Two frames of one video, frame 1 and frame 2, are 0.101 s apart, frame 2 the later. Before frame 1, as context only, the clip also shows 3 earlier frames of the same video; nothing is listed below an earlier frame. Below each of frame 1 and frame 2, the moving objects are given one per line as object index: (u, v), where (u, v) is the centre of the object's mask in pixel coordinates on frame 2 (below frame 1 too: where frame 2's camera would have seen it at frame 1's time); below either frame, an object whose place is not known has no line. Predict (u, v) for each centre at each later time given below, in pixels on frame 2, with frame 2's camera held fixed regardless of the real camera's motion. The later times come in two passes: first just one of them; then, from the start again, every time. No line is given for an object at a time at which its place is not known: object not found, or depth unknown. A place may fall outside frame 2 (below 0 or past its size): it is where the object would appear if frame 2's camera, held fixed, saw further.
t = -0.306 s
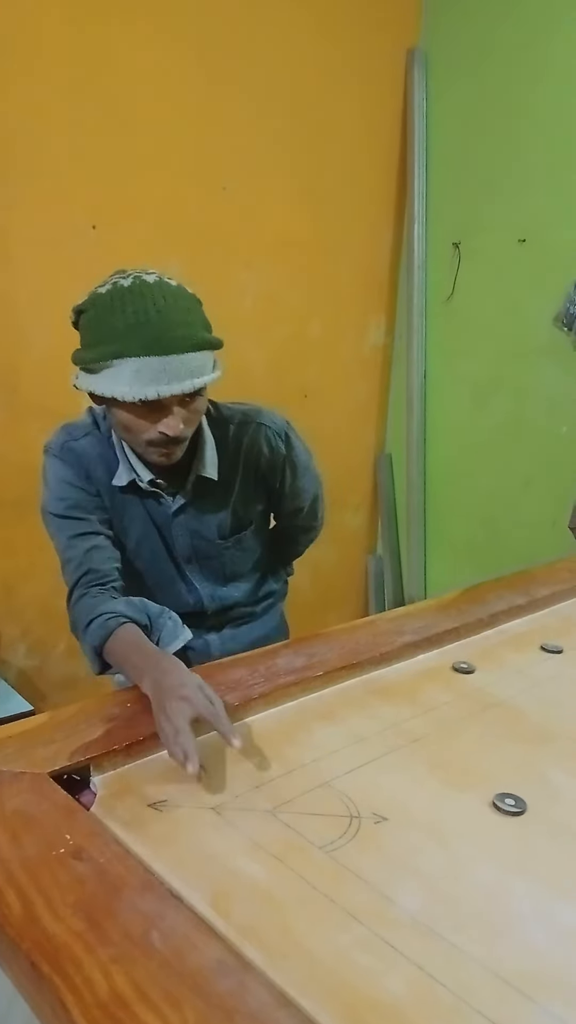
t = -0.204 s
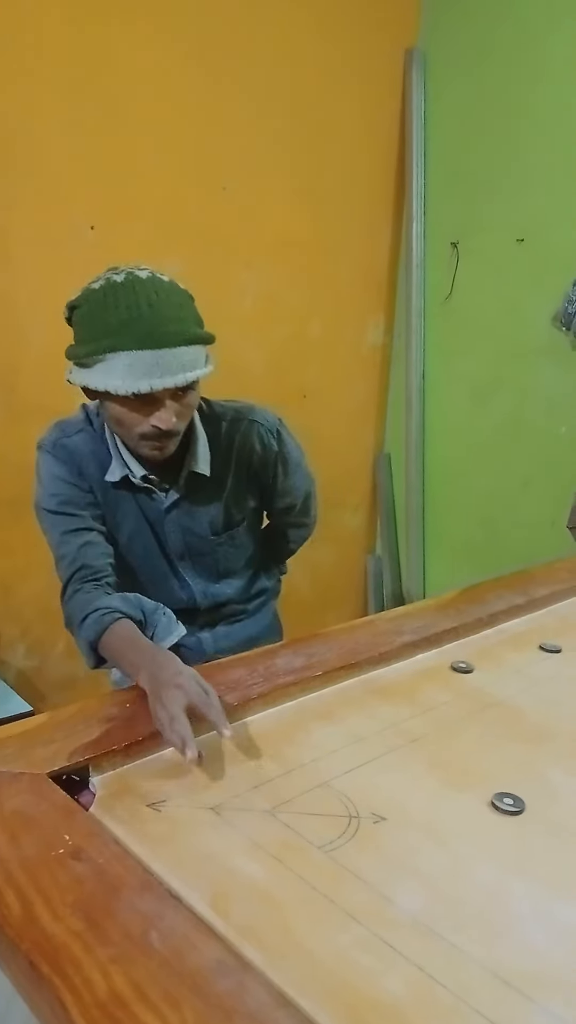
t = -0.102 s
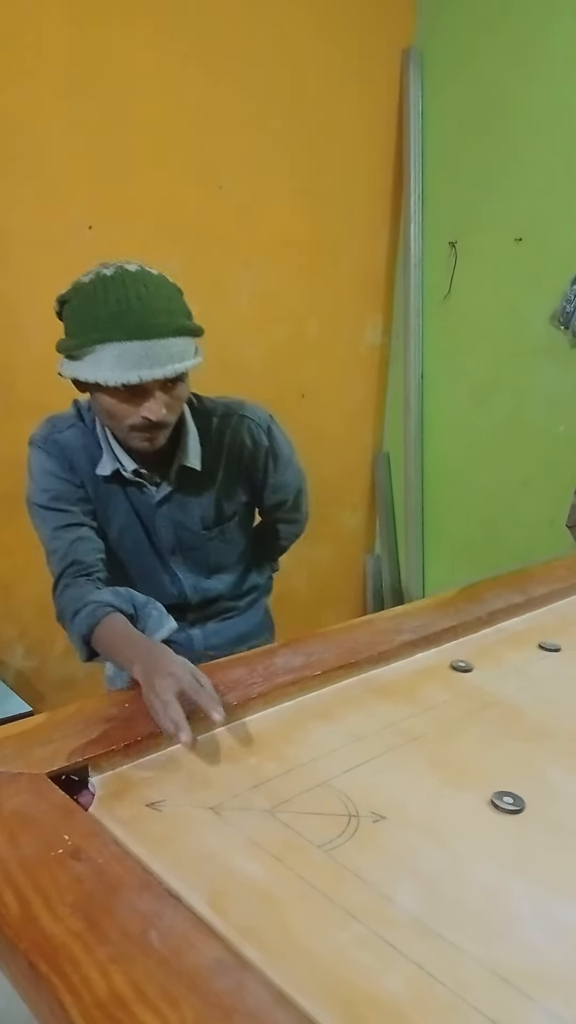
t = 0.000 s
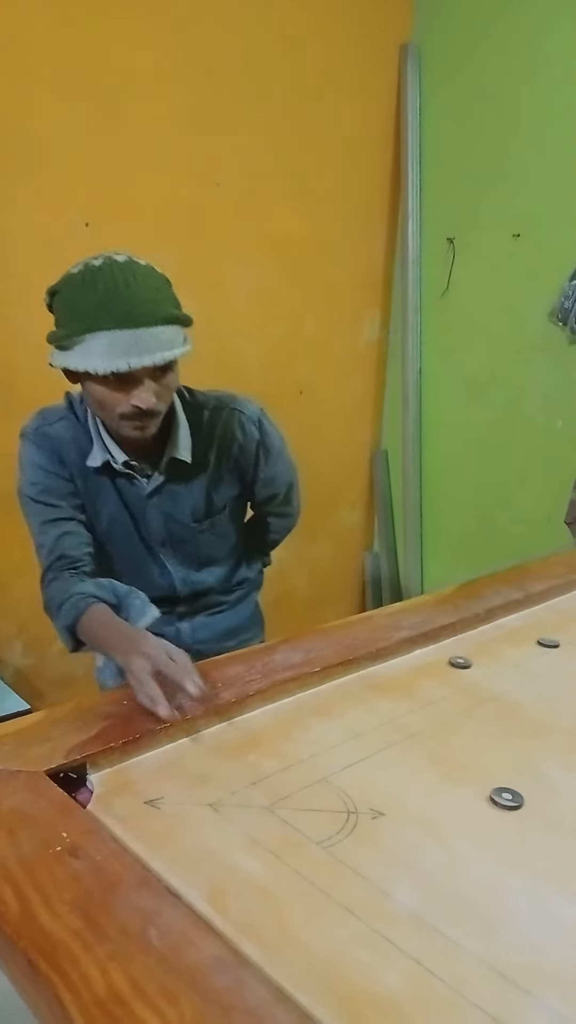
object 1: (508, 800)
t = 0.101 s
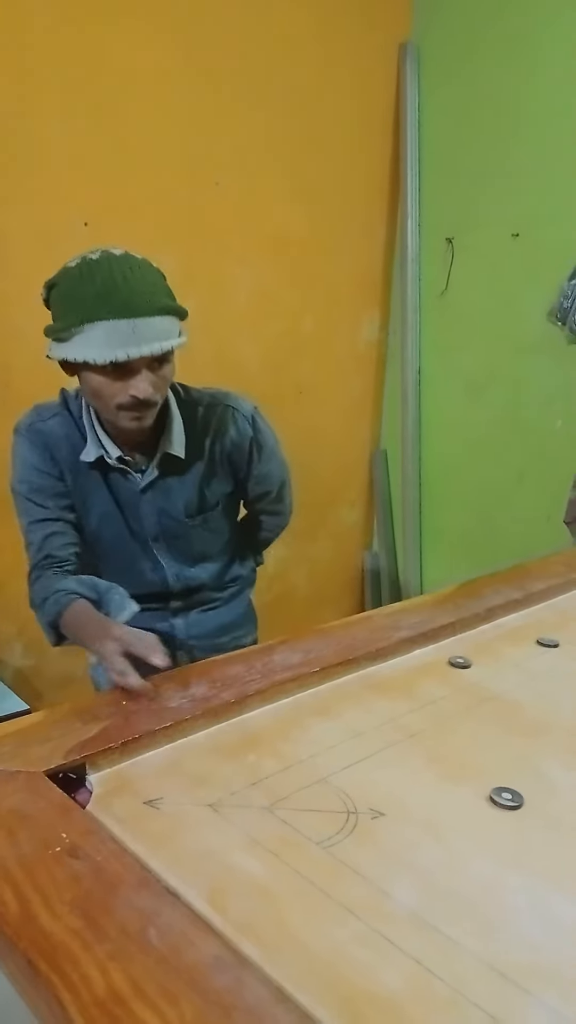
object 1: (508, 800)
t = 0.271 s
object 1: (508, 800)
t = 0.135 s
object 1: (507, 800)
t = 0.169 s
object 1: (508, 800)
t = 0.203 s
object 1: (507, 800)
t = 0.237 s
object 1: (508, 800)
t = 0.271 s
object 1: (508, 800)
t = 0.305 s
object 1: (508, 800)
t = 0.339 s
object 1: (507, 799)
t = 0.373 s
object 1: (490, 789)
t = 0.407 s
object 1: (468, 776)
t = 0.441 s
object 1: (448, 763)
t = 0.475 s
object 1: (432, 753)
